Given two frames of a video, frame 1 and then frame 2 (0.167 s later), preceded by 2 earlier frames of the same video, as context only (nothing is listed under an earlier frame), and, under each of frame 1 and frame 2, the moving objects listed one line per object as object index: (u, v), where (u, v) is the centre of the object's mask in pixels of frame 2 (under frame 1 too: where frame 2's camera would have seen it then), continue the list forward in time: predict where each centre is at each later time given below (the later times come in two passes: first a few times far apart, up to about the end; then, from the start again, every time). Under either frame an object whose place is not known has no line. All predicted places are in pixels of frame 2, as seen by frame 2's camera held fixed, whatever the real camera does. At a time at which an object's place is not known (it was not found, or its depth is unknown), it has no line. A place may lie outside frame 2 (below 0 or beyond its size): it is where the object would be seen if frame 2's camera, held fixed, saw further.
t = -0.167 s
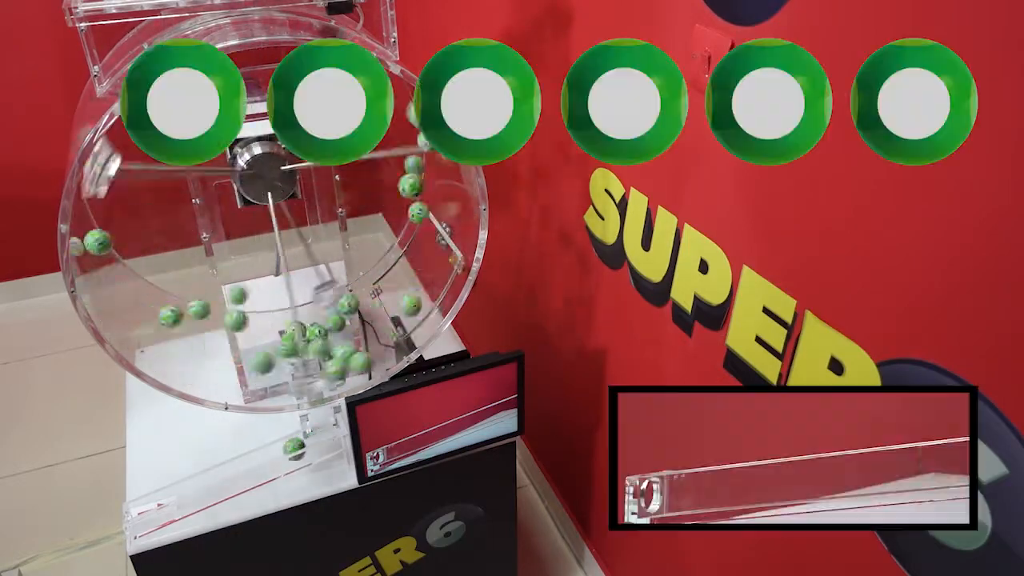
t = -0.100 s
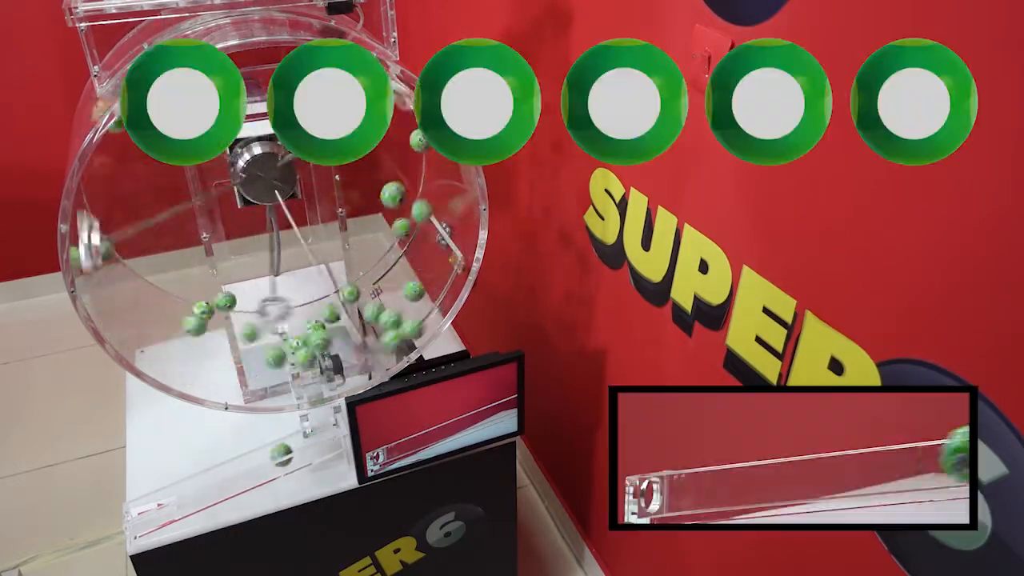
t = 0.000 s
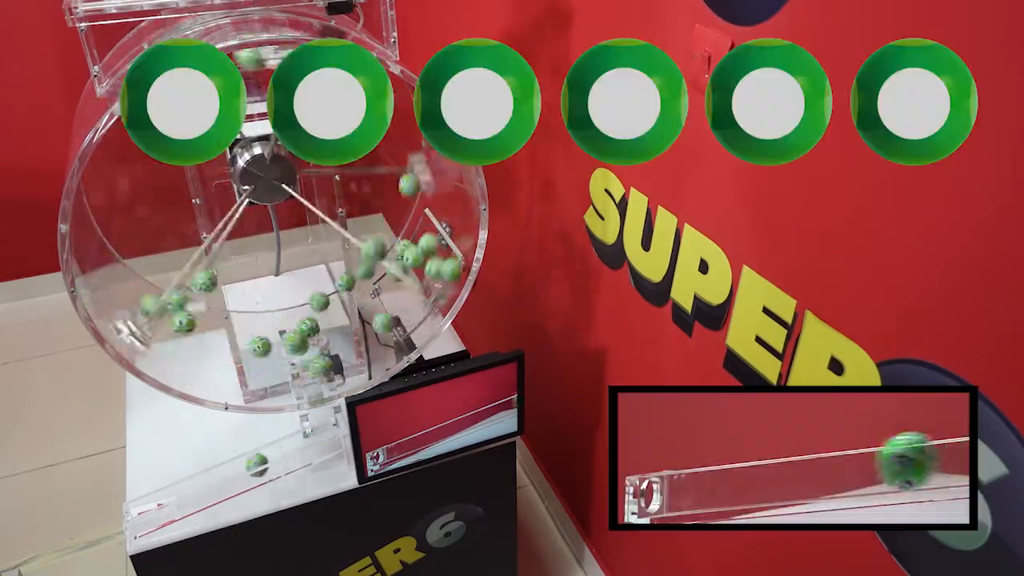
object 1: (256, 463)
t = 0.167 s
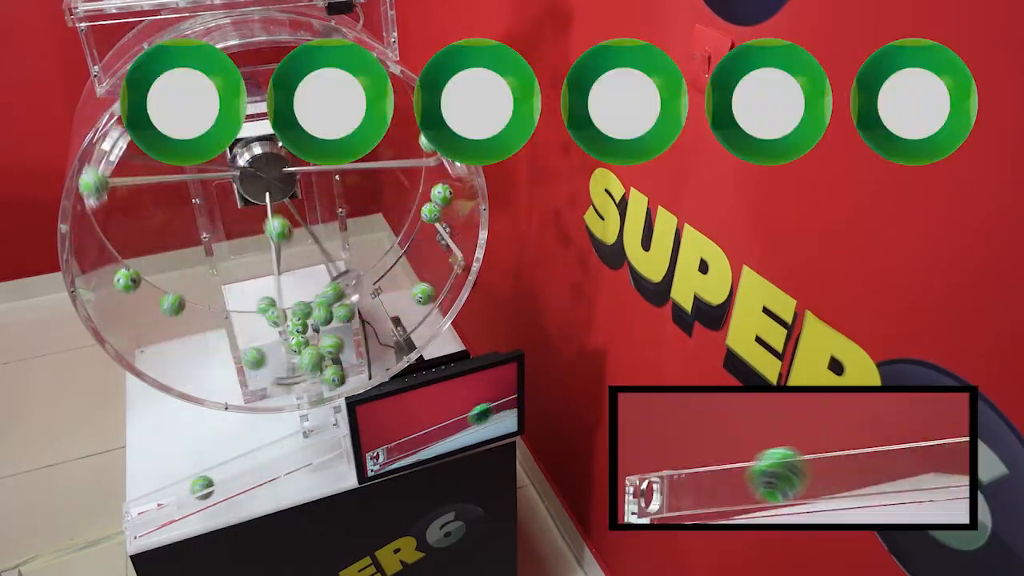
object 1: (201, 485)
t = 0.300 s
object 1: (145, 509)
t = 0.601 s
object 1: (173, 497)
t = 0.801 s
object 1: (159, 504)
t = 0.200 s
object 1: (189, 490)
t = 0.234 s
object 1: (176, 496)
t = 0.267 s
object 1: (160, 502)
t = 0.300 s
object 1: (145, 509)
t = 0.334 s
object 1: (144, 509)
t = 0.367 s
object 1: (151, 506)
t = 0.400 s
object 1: (157, 504)
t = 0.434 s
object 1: (161, 502)
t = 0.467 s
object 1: (165, 500)
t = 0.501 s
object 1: (169, 499)
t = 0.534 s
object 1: (171, 498)
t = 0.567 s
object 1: (173, 497)
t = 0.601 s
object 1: (173, 497)
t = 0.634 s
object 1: (172, 497)
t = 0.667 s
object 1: (171, 497)
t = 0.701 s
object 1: (169, 498)
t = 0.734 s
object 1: (167, 499)
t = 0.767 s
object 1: (163, 501)
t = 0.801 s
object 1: (159, 504)
